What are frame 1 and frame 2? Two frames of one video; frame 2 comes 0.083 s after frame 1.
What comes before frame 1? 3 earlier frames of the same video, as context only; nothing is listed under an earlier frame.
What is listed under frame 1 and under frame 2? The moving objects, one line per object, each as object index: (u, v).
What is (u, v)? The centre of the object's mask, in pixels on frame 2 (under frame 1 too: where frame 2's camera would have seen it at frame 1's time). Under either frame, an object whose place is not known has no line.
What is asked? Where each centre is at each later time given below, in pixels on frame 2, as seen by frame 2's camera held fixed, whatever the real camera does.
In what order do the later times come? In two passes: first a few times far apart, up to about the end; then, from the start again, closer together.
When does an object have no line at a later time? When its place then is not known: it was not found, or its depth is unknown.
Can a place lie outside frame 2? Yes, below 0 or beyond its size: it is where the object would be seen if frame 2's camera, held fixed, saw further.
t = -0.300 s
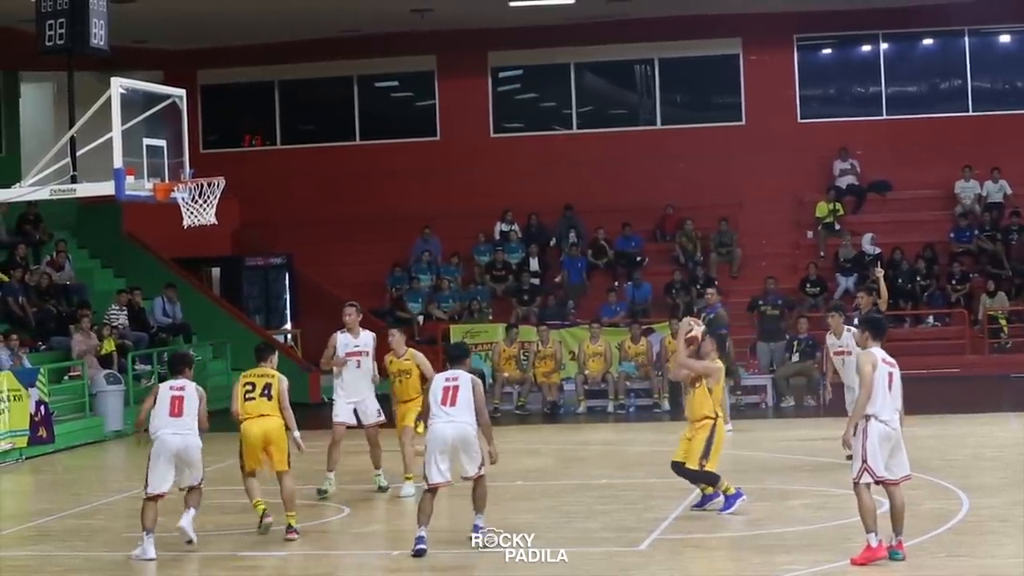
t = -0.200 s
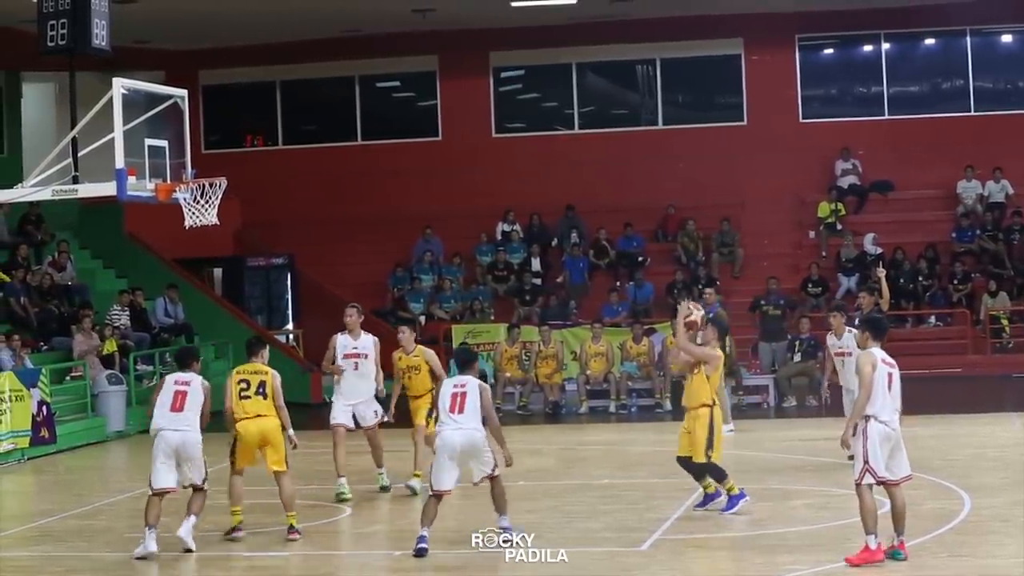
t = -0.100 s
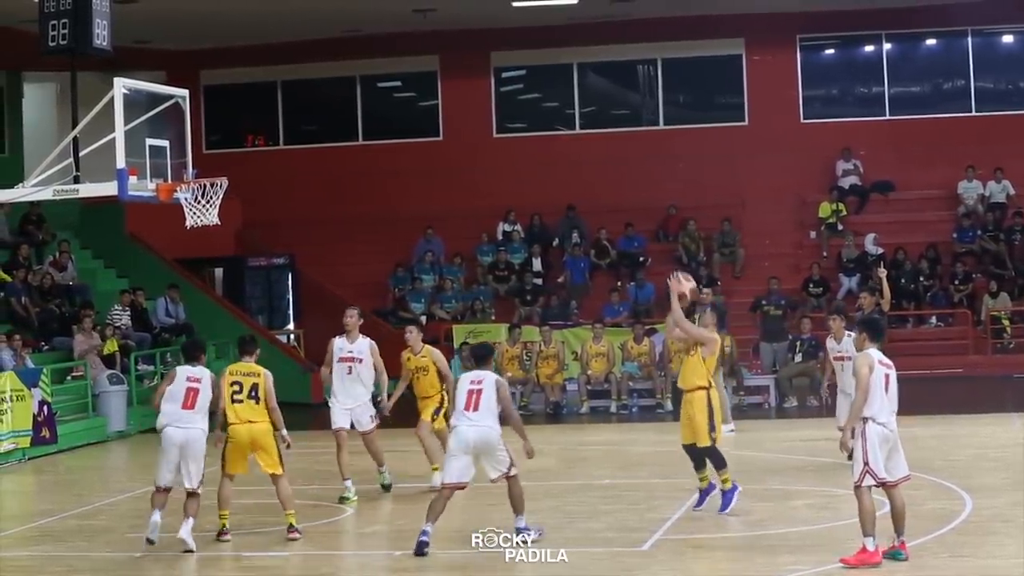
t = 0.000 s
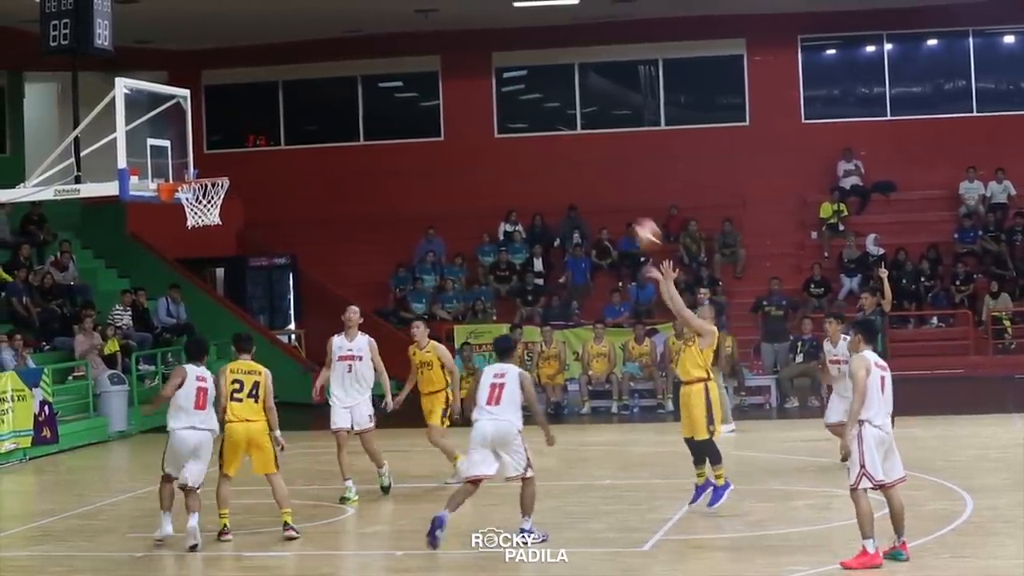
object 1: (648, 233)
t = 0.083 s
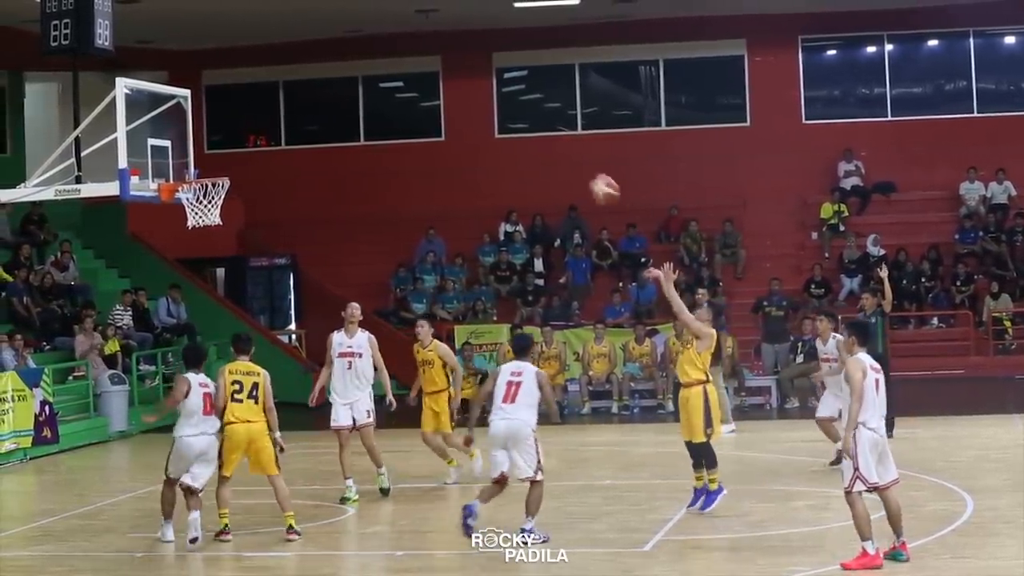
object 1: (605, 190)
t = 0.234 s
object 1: (528, 127)
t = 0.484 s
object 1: (408, 81)
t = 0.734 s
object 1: (297, 103)
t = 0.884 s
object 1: (233, 145)
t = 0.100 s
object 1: (596, 182)
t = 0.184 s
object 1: (553, 146)
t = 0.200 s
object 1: (546, 139)
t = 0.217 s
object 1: (537, 134)
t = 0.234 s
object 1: (528, 127)
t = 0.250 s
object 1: (520, 122)
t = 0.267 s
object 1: (513, 118)
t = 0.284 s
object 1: (505, 114)
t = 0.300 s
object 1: (496, 109)
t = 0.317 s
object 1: (487, 104)
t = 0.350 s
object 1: (472, 98)
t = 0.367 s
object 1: (463, 95)
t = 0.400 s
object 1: (447, 90)
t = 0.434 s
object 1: (432, 86)
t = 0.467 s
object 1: (416, 82)
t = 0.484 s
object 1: (408, 81)
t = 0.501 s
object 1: (401, 81)
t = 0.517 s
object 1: (393, 80)
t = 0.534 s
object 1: (385, 80)
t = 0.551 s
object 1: (378, 80)
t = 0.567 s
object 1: (370, 81)
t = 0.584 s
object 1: (362, 82)
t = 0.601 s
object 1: (356, 83)
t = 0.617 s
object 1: (347, 85)
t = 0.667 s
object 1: (326, 91)
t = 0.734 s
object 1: (297, 103)
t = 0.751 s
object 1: (289, 106)
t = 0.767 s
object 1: (281, 110)
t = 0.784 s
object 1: (274, 115)
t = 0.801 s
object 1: (266, 119)
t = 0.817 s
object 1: (260, 124)
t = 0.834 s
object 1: (253, 129)
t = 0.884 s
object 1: (233, 145)
